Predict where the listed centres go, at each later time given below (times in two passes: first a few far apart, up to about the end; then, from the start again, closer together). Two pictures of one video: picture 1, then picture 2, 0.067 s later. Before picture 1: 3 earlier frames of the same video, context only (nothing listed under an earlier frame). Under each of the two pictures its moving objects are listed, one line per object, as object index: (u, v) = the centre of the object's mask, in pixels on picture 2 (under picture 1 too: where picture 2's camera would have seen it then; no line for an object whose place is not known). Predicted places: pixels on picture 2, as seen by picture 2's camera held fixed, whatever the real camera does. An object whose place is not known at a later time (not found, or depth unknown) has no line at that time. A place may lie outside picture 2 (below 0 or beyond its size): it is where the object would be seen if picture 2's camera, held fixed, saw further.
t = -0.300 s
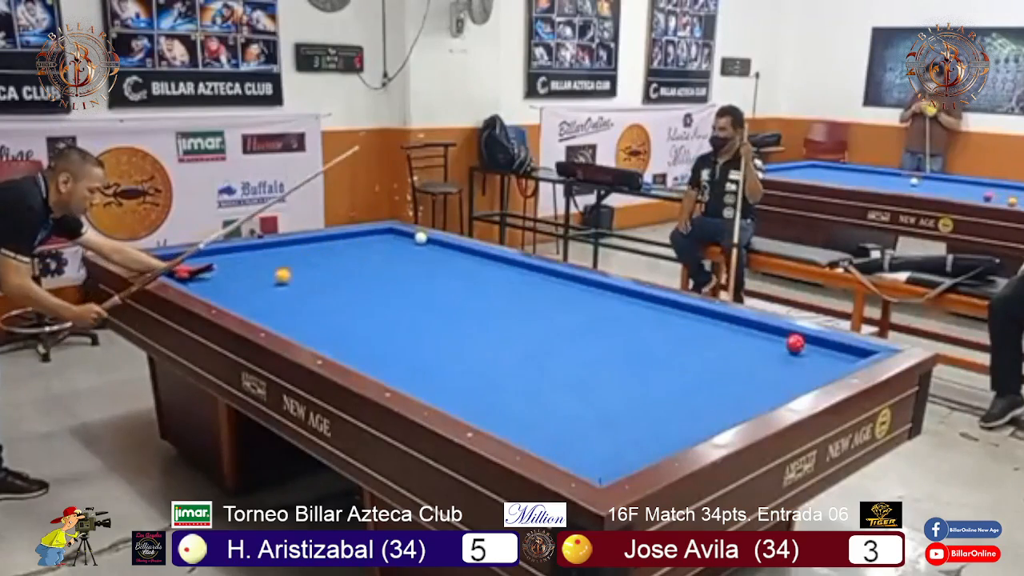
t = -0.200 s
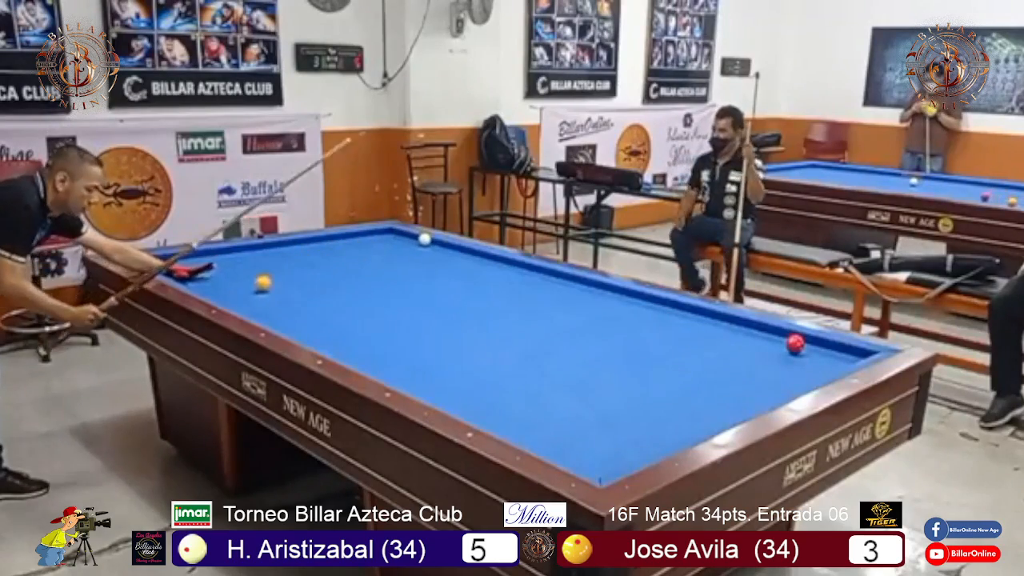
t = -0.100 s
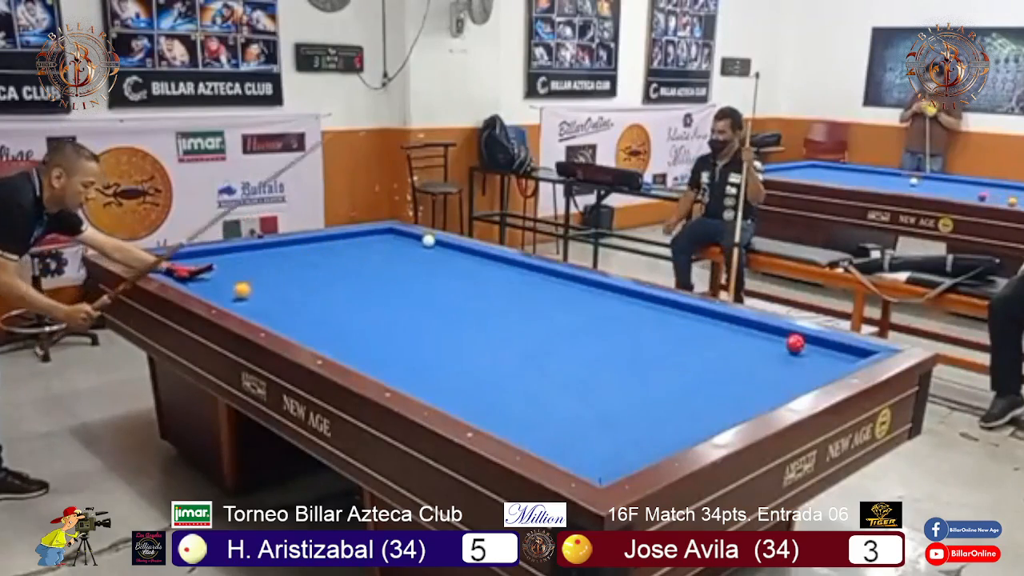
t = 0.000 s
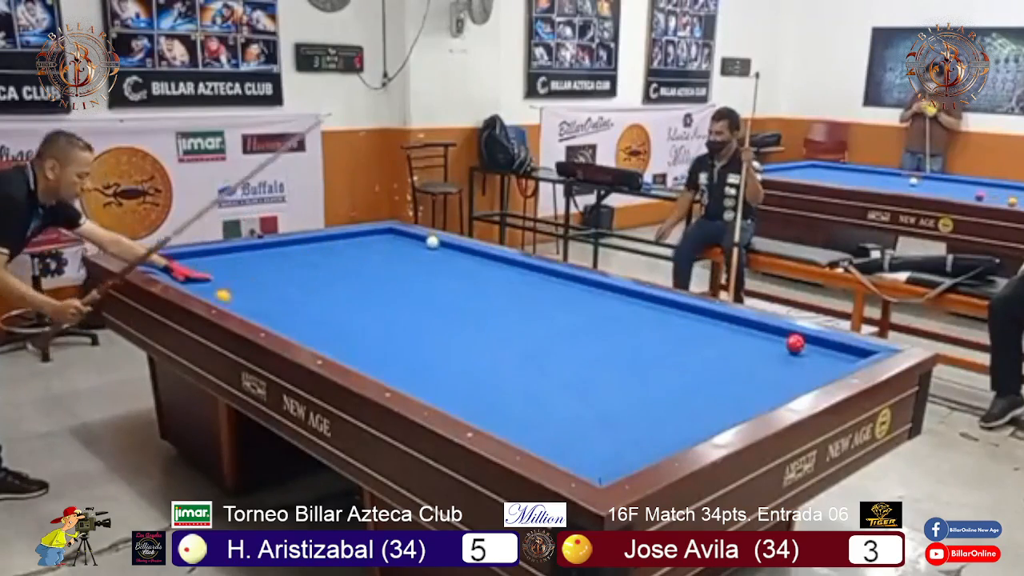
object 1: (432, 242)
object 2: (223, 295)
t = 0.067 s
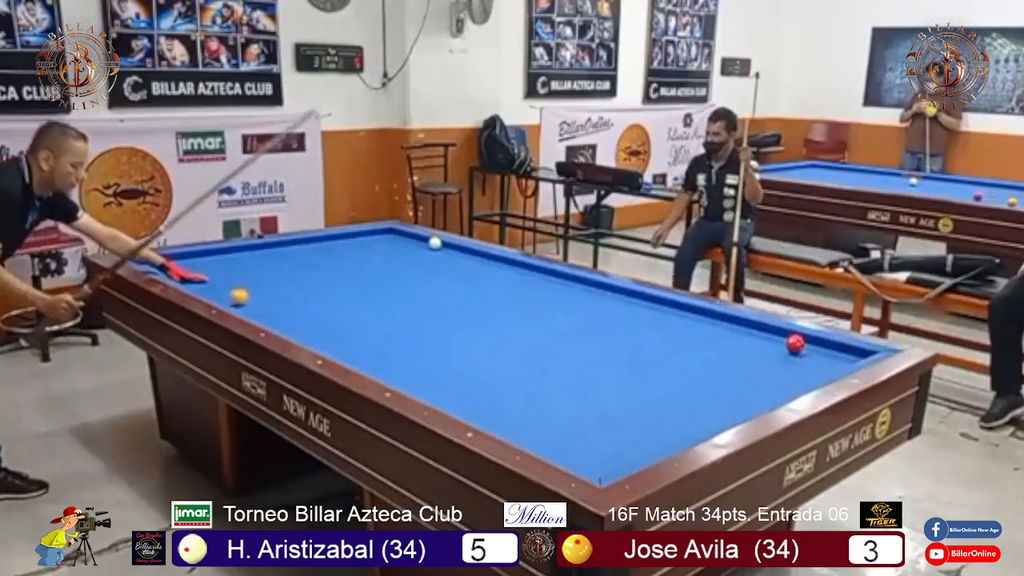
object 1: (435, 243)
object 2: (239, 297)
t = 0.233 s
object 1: (441, 245)
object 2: (274, 294)
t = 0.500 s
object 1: (451, 249)
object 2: (320, 292)
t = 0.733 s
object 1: (461, 253)
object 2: (357, 291)
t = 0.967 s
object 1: (470, 256)
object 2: (392, 290)
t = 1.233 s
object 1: (480, 259)
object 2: (431, 288)
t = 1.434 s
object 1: (488, 262)
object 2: (458, 287)
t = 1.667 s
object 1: (497, 266)
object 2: (489, 286)
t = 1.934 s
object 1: (508, 269)
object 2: (522, 284)
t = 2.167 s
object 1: (517, 273)
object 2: (551, 284)
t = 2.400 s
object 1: (526, 276)
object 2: (578, 282)
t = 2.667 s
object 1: (535, 279)
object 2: (589, 283)
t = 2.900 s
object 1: (544, 282)
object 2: (586, 287)
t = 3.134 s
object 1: (552, 286)
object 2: (583, 291)
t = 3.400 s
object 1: (561, 289)
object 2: (581, 295)
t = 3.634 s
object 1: (568, 291)
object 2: (578, 299)
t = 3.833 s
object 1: (576, 291)
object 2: (577, 300)
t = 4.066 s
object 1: (585, 297)
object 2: (573, 305)
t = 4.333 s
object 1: (593, 301)
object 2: (571, 309)
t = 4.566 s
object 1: (600, 304)
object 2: (569, 312)
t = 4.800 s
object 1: (607, 306)
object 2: (567, 316)
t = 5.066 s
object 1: (615, 309)
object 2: (565, 319)
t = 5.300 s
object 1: (621, 311)
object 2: (563, 322)
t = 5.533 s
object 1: (628, 313)
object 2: (561, 325)
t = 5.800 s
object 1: (635, 315)
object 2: (560, 328)
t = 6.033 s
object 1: (641, 317)
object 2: (558, 331)
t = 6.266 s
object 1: (645, 319)
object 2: (556, 333)
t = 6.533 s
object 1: (650, 321)
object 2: (555, 335)
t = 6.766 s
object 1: (655, 322)
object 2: (554, 336)
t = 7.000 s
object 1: (659, 323)
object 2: (553, 338)
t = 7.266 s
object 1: (664, 324)
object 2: (552, 339)
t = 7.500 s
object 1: (667, 325)
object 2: (551, 341)
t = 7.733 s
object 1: (669, 326)
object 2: (550, 341)
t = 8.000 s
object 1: (671, 327)
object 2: (550, 342)
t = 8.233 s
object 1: (673, 327)
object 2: (550, 342)
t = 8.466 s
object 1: (673, 327)
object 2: (549, 342)
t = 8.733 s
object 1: (674, 327)
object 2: (549, 342)
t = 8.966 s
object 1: (674, 326)
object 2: (549, 342)
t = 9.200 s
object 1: (674, 326)
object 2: (549, 342)
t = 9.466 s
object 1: (674, 326)
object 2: (549, 342)
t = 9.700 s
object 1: (674, 326)
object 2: (549, 342)
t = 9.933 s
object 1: (674, 326)
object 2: (549, 342)
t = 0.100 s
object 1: (436, 243)
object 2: (247, 296)
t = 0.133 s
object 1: (437, 244)
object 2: (254, 296)
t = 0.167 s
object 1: (439, 244)
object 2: (261, 295)
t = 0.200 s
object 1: (440, 244)
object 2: (268, 295)
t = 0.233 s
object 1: (441, 245)
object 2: (274, 294)
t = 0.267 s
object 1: (442, 246)
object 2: (280, 294)
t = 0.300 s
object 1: (444, 246)
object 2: (286, 294)
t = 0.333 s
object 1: (445, 247)
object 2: (292, 294)
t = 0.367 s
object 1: (446, 247)
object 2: (297, 293)
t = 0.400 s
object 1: (448, 248)
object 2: (303, 293)
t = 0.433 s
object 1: (449, 248)
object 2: (309, 293)
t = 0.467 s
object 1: (450, 249)
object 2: (314, 293)
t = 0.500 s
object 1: (451, 249)
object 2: (320, 292)
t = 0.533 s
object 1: (453, 250)
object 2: (325, 292)
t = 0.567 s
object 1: (454, 250)
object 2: (331, 292)
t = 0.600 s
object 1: (456, 251)
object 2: (336, 292)
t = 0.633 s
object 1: (457, 251)
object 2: (341, 291)
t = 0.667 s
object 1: (458, 252)
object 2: (346, 291)
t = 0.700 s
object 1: (460, 252)
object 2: (352, 291)
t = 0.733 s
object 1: (461, 253)
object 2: (357, 291)
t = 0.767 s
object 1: (462, 253)
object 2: (362, 290)
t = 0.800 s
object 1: (463, 253)
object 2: (366, 290)
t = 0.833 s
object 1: (465, 254)
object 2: (372, 290)
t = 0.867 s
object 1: (466, 254)
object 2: (377, 290)
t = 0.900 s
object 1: (467, 255)
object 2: (382, 290)
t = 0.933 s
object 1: (469, 255)
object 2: (387, 290)
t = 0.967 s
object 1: (470, 256)
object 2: (392, 290)
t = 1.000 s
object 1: (471, 256)
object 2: (397, 289)
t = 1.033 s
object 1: (473, 257)
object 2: (402, 289)
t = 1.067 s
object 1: (474, 257)
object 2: (407, 289)
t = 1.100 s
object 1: (475, 258)
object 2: (411, 289)
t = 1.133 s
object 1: (477, 258)
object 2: (416, 289)
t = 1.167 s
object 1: (478, 259)
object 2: (421, 289)
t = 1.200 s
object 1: (479, 259)
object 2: (426, 288)
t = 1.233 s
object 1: (480, 259)
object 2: (431, 288)
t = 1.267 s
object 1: (482, 260)
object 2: (435, 288)
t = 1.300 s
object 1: (483, 261)
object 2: (440, 288)
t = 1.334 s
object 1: (485, 261)
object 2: (445, 288)
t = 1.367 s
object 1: (486, 262)
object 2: (449, 287)
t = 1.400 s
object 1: (487, 262)
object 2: (454, 287)
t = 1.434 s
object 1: (488, 262)
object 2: (458, 287)
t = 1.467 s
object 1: (490, 263)
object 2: (462, 287)
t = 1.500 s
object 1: (491, 263)
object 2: (467, 287)
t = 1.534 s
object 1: (492, 264)
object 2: (471, 286)
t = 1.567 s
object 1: (493, 264)
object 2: (476, 286)
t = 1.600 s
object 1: (495, 265)
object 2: (480, 286)
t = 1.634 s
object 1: (496, 265)
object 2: (484, 286)
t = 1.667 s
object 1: (497, 266)
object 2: (489, 286)
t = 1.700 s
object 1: (499, 266)
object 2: (493, 285)
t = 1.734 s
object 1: (500, 266)
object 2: (497, 285)
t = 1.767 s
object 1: (501, 267)
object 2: (502, 285)
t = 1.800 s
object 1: (503, 267)
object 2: (506, 285)
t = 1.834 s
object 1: (504, 268)
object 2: (510, 285)
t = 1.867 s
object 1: (505, 268)
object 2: (514, 284)
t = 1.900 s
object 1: (507, 269)
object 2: (518, 284)
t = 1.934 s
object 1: (508, 269)
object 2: (522, 284)
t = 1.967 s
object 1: (509, 270)
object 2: (527, 284)
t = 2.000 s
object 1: (511, 270)
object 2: (531, 284)
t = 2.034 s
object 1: (512, 271)
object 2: (534, 284)
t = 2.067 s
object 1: (513, 271)
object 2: (538, 284)
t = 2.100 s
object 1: (514, 272)
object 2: (543, 283)
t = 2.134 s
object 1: (516, 272)
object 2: (547, 283)
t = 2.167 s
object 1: (517, 273)
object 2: (551, 284)
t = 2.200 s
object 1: (518, 273)
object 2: (554, 283)
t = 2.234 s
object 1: (519, 274)
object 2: (558, 283)
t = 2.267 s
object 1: (521, 274)
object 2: (562, 283)
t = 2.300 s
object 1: (522, 275)
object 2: (566, 283)
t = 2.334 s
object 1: (523, 275)
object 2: (570, 282)
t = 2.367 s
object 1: (524, 275)
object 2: (574, 282)
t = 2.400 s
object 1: (526, 276)
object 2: (578, 282)
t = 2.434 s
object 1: (527, 276)
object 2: (581, 282)
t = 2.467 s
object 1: (528, 277)
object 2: (585, 281)
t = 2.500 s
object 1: (529, 277)
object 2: (589, 281)
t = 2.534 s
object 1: (530, 278)
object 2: (590, 281)
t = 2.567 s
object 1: (532, 278)
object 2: (590, 281)
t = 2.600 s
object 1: (533, 279)
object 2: (590, 282)
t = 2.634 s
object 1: (534, 279)
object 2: (589, 282)
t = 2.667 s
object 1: (535, 279)
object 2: (589, 283)
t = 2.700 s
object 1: (536, 280)
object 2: (589, 283)
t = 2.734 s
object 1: (538, 280)
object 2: (588, 284)
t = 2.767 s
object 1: (539, 281)
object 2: (588, 285)
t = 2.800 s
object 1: (540, 281)
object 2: (587, 286)
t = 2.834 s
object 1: (542, 281)
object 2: (587, 286)
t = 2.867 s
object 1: (543, 282)
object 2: (586, 287)
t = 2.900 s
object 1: (544, 282)
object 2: (586, 287)
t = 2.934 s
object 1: (545, 283)
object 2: (586, 288)
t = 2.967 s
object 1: (547, 283)
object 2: (585, 288)
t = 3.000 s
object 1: (548, 284)
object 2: (585, 289)
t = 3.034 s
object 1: (549, 284)
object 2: (584, 289)
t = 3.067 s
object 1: (550, 285)
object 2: (584, 290)
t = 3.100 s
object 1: (551, 285)
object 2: (583, 290)
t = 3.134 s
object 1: (552, 286)
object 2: (583, 291)
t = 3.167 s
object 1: (554, 286)
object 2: (583, 291)
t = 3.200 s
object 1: (555, 287)
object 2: (582, 292)
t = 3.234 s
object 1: (556, 287)
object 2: (582, 292)
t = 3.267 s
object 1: (557, 288)
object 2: (582, 293)
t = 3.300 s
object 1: (558, 288)
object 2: (581, 293)
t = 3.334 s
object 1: (559, 288)
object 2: (581, 294)
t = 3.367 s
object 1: (560, 289)
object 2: (581, 294)
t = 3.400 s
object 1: (561, 289)
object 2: (581, 295)
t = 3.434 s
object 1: (562, 290)
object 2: (580, 295)
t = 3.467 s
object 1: (563, 290)
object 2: (580, 296)
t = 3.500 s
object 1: (564, 290)
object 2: (579, 297)
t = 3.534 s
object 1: (565, 291)
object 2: (579, 297)
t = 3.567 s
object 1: (566, 291)
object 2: (579, 298)
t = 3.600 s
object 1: (567, 291)
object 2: (578, 298)
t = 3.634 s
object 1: (568, 291)
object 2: (578, 299)
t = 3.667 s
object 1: (569, 291)
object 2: (578, 299)
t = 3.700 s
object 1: (570, 291)
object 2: (577, 299)
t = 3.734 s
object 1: (571, 291)
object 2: (577, 300)
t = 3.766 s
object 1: (573, 291)
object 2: (576, 300)
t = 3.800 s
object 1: (574, 291)
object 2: (576, 300)
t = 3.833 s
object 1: (576, 291)
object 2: (577, 300)
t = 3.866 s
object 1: (577, 291)
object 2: (577, 301)
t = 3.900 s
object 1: (579, 292)
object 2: (576, 302)
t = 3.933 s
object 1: (581, 293)
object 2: (575, 303)
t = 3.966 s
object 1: (582, 294)
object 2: (575, 303)
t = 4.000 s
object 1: (583, 294)
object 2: (575, 304)
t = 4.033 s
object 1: (584, 296)
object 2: (574, 305)
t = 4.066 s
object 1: (585, 297)
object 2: (573, 305)
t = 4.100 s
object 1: (586, 297)
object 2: (573, 306)
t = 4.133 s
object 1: (587, 298)
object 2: (573, 306)
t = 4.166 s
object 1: (588, 299)
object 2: (573, 306)
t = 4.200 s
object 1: (589, 299)
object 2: (573, 307)
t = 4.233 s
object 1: (589, 299)
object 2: (572, 307)
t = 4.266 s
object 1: (590, 299)
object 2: (572, 308)
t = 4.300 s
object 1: (592, 300)
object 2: (572, 308)
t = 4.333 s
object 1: (593, 301)
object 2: (571, 309)
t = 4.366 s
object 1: (593, 301)
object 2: (571, 309)
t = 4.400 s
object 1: (595, 302)
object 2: (570, 310)
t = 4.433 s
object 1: (596, 302)
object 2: (570, 310)
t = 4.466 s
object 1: (597, 303)
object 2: (570, 311)
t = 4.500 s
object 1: (598, 302)
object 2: (569, 311)
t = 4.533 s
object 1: (599, 303)
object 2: (569, 312)
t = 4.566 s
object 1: (600, 304)
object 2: (569, 312)
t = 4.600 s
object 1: (601, 304)
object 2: (569, 313)
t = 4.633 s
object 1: (602, 304)
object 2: (568, 313)
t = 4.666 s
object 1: (603, 305)
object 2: (568, 314)
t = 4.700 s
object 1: (604, 305)
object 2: (568, 314)
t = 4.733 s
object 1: (605, 305)
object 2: (567, 315)
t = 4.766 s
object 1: (606, 306)
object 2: (567, 315)
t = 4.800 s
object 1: (607, 306)
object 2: (567, 316)
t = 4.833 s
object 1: (608, 306)
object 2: (567, 316)
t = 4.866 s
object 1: (609, 307)
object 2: (566, 317)
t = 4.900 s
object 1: (610, 307)
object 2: (566, 317)
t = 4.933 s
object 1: (611, 308)
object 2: (566, 318)
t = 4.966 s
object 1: (612, 308)
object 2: (566, 318)
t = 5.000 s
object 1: (613, 308)
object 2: (565, 319)
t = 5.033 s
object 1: (614, 309)
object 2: (565, 319)
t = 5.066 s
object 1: (615, 309)
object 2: (565, 319)
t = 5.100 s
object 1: (616, 309)
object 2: (565, 320)
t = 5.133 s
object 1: (617, 310)
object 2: (564, 320)
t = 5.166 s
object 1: (617, 310)
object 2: (564, 320)
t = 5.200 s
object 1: (618, 310)
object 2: (564, 321)
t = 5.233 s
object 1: (619, 311)
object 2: (564, 321)
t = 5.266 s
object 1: (620, 311)
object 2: (563, 322)
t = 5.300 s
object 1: (621, 311)
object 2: (563, 322)
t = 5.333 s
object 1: (622, 312)
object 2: (563, 323)
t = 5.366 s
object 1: (623, 312)
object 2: (563, 323)
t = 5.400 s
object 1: (624, 312)
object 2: (562, 324)
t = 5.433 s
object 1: (625, 312)
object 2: (562, 324)
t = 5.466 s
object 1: (626, 313)
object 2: (562, 325)
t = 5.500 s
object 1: (627, 313)
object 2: (562, 325)
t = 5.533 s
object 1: (628, 313)
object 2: (561, 325)
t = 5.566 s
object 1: (629, 314)
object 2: (561, 326)
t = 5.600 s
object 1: (630, 314)
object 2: (561, 326)
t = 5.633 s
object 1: (630, 314)
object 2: (560, 327)
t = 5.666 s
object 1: (631, 314)
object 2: (560, 327)
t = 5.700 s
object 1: (632, 315)
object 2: (560, 327)
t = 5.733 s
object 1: (633, 315)
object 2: (560, 327)
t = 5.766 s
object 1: (634, 315)
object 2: (560, 328)
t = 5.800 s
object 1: (635, 315)
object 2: (560, 328)
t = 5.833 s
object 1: (635, 316)
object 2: (559, 329)
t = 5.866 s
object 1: (636, 316)
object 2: (559, 329)
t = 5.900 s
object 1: (637, 316)
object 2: (559, 329)
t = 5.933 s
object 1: (638, 317)
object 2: (558, 330)
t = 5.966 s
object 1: (639, 317)
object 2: (558, 330)
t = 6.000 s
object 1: (639, 317)
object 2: (558, 330)
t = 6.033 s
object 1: (641, 317)
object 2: (558, 331)
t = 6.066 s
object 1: (641, 318)
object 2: (558, 331)
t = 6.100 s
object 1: (642, 318)
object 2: (557, 331)
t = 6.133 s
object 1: (643, 318)
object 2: (557, 332)
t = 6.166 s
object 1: (643, 318)
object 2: (557, 332)
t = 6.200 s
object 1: (644, 319)
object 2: (557, 332)
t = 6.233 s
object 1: (645, 319)
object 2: (557, 333)
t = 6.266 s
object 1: (645, 319)
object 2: (556, 333)
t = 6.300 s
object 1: (646, 319)
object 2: (556, 333)
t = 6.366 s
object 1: (647, 320)
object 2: (556, 333)
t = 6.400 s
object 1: (647, 320)
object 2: (556, 334)
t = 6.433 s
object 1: (648, 320)
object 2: (556, 334)
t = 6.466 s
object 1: (649, 320)
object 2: (556, 334)
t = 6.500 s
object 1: (650, 320)
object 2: (555, 334)
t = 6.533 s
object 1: (650, 321)
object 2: (555, 335)
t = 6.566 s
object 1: (651, 321)
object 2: (555, 335)
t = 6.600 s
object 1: (652, 321)
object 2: (555, 335)
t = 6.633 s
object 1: (653, 321)
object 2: (555, 335)
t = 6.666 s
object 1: (653, 322)
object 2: (554, 336)
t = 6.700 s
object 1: (654, 322)
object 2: (554, 336)
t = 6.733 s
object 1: (654, 322)
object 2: (554, 336)
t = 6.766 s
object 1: (655, 322)
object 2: (554, 336)
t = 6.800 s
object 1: (655, 322)
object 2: (554, 337)
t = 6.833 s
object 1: (656, 322)
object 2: (554, 337)
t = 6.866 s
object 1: (657, 323)
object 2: (554, 337)
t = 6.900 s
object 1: (657, 323)
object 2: (553, 337)
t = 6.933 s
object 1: (658, 323)
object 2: (553, 338)
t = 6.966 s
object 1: (659, 323)
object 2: (553, 338)
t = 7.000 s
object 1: (659, 323)
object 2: (553, 338)
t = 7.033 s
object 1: (660, 323)
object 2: (553, 338)
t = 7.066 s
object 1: (660, 323)
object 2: (553, 338)
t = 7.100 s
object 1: (661, 323)
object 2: (552, 338)
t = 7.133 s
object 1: (662, 323)
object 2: (552, 339)
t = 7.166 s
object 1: (662, 324)
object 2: (552, 339)
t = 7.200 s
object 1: (662, 324)
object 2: (552, 339)
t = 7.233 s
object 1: (663, 324)
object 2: (552, 339)
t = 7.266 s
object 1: (664, 324)
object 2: (552, 339)
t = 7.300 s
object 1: (664, 324)
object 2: (552, 340)
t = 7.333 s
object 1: (664, 324)
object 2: (552, 340)
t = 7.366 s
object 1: (665, 325)
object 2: (551, 340)
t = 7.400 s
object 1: (666, 325)
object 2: (551, 340)
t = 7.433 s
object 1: (666, 325)
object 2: (551, 340)
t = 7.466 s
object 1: (666, 325)
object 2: (551, 340)
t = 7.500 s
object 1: (667, 325)
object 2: (551, 341)
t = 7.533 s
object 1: (667, 325)
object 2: (551, 341)
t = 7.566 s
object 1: (667, 325)
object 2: (550, 341)
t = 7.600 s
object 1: (668, 326)
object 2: (550, 341)
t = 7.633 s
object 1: (668, 326)
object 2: (550, 341)
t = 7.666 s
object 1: (669, 326)
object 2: (550, 341)
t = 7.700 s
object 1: (669, 326)
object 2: (550, 341)
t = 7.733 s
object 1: (669, 326)
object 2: (550, 341)
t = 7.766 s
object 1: (670, 326)
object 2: (550, 342)
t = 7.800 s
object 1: (670, 326)
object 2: (550, 342)
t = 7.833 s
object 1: (670, 326)
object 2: (550, 342)
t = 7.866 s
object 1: (671, 326)
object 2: (550, 342)
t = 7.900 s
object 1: (671, 326)
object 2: (550, 342)
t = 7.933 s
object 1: (671, 326)
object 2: (550, 342)
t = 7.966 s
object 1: (671, 327)
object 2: (550, 342)
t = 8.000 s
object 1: (671, 327)
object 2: (550, 342)
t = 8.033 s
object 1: (672, 327)
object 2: (550, 342)
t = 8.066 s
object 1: (672, 327)
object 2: (550, 342)
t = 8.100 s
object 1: (672, 327)
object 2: (549, 342)
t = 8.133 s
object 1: (672, 327)
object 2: (550, 342)
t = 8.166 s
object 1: (672, 327)
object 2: (549, 342)
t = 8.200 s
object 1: (672, 327)
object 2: (550, 342)
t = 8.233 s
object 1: (673, 327)
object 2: (550, 342)
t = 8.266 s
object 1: (673, 327)
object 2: (550, 342)
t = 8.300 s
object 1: (673, 327)
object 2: (549, 342)
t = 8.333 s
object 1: (673, 327)
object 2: (549, 342)
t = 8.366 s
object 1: (673, 327)
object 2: (549, 342)
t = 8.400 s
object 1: (673, 327)
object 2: (549, 342)
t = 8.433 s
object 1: (673, 327)
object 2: (549, 342)
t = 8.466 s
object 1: (673, 327)
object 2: (549, 342)
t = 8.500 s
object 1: (673, 327)
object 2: (549, 342)
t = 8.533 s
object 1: (673, 327)
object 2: (549, 342)
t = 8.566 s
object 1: (673, 327)
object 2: (549, 342)
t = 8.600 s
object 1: (673, 327)
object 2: (549, 342)
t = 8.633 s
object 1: (673, 327)
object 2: (549, 342)
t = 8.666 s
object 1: (673, 327)
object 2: (549, 342)
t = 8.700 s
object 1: (673, 327)
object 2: (549, 342)
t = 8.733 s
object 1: (674, 327)
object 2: (549, 342)
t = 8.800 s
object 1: (674, 327)
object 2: (549, 342)
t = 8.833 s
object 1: (674, 327)
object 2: (549, 342)
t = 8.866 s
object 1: (674, 327)
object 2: (549, 342)
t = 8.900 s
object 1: (674, 327)
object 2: (549, 342)
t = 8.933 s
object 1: (674, 327)
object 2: (549, 342)
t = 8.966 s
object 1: (674, 326)
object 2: (549, 342)
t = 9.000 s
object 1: (673, 326)
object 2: (549, 342)
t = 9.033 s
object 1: (673, 326)
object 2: (549, 342)
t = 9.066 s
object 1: (673, 326)
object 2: (549, 342)
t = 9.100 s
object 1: (673, 326)
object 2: (549, 342)
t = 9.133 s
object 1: (674, 326)
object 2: (549, 342)
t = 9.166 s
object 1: (673, 326)
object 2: (549, 342)
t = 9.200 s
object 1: (674, 326)
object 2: (549, 342)
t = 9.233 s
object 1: (674, 326)
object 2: (549, 342)
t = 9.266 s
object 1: (674, 326)
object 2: (549, 342)
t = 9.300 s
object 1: (674, 326)
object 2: (549, 342)
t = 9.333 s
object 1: (674, 326)
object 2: (549, 342)
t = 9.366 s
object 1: (674, 326)
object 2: (549, 342)
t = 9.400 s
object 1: (674, 326)
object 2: (549, 342)
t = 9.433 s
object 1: (674, 326)
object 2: (549, 342)
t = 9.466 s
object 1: (674, 326)
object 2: (549, 342)
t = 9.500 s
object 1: (674, 326)
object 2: (549, 342)
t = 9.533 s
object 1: (674, 326)
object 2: (549, 342)
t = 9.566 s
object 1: (674, 326)
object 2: (549, 342)
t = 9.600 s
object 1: (674, 326)
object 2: (549, 342)
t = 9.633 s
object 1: (674, 326)
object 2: (549, 342)
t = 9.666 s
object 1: (674, 326)
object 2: (549, 342)
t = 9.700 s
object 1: (674, 326)
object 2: (549, 342)
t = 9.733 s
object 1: (674, 326)
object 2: (549, 342)
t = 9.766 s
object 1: (674, 326)
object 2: (549, 342)
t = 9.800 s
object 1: (674, 326)
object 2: (549, 342)
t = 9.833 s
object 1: (674, 326)
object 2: (549, 342)
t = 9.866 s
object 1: (674, 326)
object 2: (549, 342)
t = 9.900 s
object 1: (674, 326)
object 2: (549, 342)
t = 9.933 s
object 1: (674, 326)
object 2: (549, 342)
